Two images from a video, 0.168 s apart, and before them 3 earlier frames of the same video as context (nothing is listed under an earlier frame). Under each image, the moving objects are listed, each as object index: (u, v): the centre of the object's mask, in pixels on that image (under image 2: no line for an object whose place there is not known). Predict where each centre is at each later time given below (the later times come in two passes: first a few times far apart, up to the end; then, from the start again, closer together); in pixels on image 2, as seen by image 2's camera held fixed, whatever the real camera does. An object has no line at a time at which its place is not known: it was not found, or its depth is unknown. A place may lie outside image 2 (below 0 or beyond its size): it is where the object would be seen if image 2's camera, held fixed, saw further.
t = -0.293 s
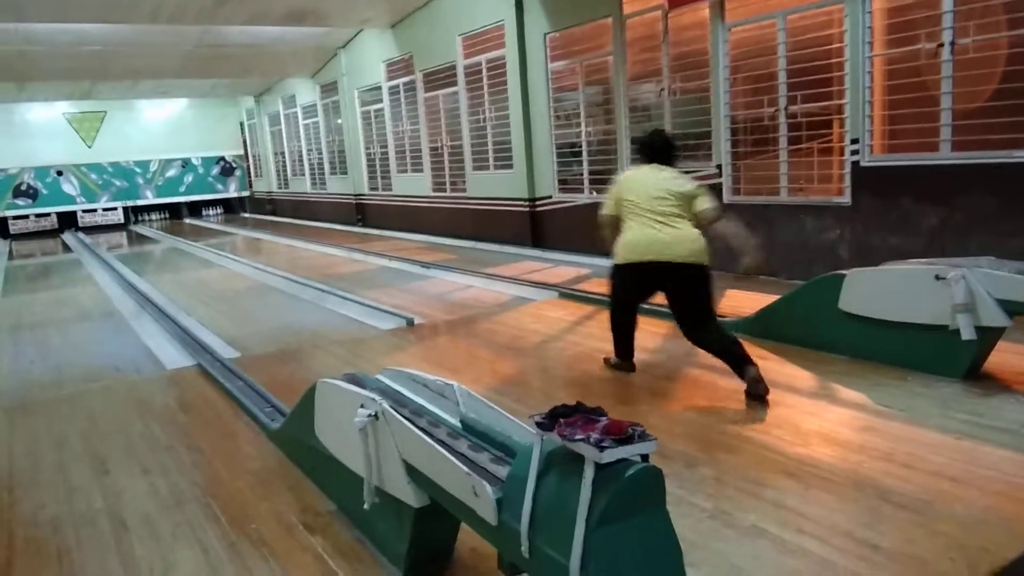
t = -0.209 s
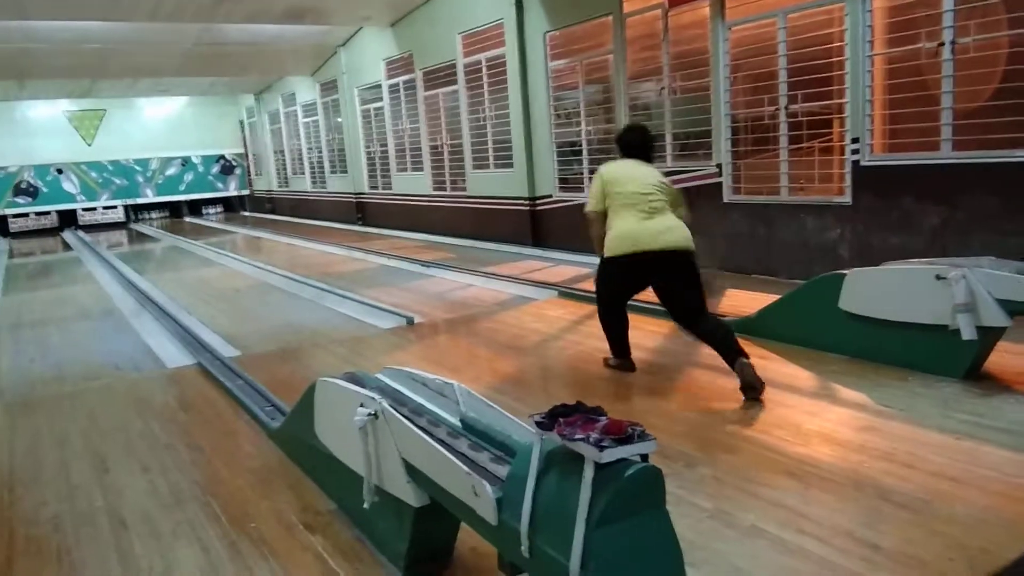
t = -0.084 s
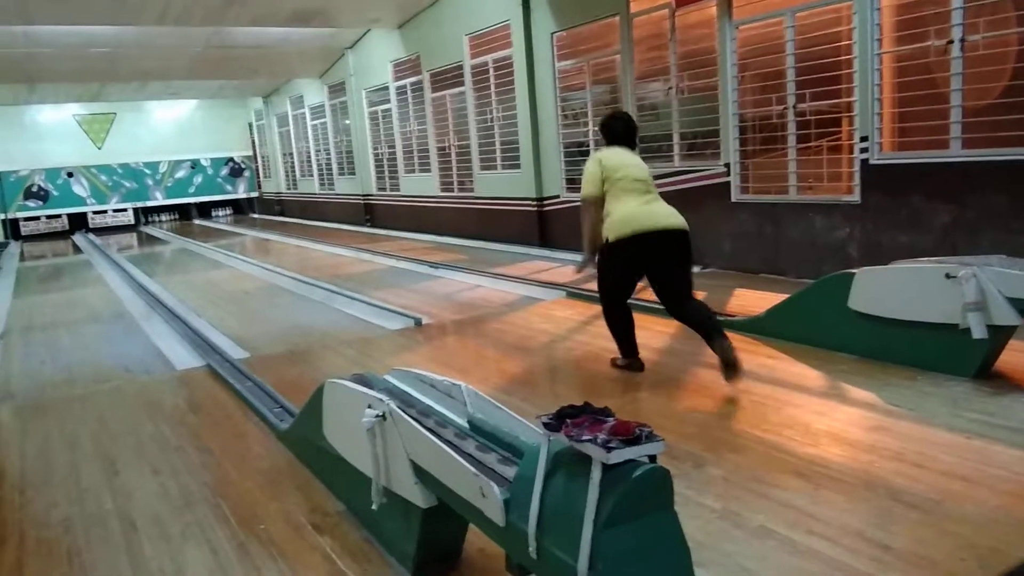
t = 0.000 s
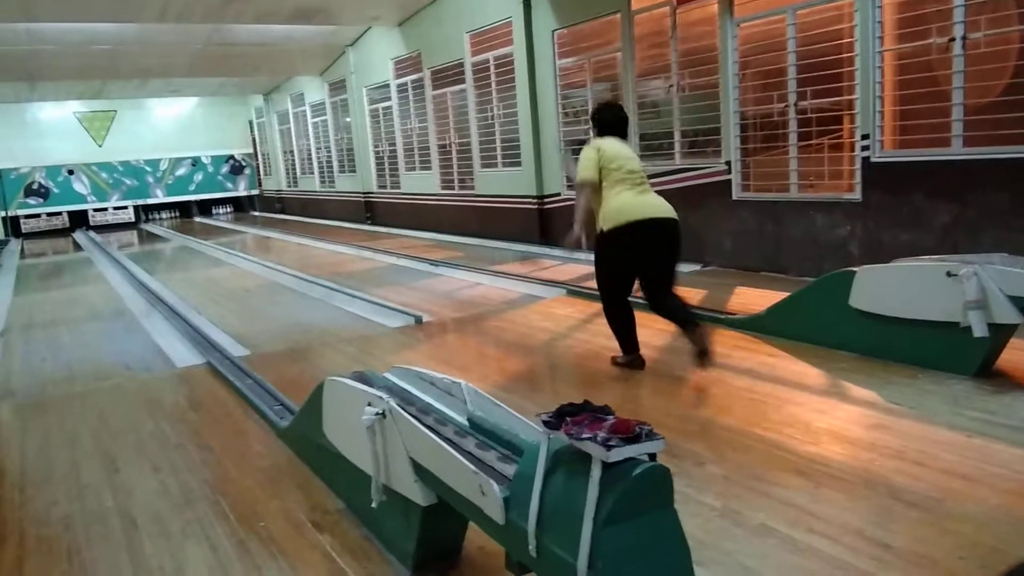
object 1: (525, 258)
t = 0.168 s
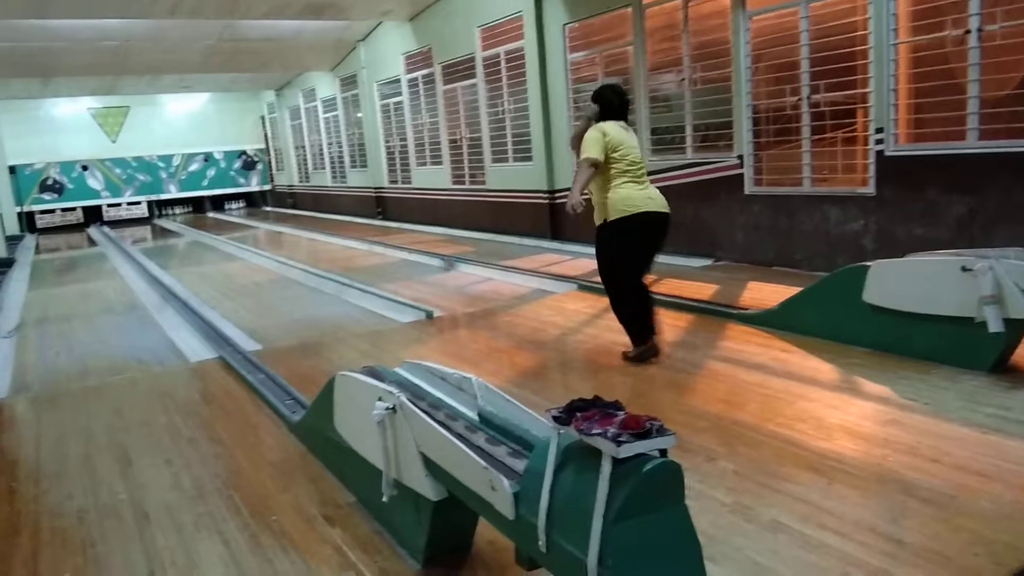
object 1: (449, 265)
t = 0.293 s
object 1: (404, 277)
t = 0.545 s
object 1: (335, 261)
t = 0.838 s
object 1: (287, 248)
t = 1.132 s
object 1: (254, 242)
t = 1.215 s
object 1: (246, 240)
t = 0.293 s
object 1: (404, 277)
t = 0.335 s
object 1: (391, 272)
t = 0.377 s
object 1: (377, 270)
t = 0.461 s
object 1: (355, 265)
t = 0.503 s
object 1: (345, 263)
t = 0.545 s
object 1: (335, 261)
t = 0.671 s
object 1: (312, 254)
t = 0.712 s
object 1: (305, 252)
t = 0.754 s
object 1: (298, 251)
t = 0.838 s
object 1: (287, 248)
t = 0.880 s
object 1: (282, 247)
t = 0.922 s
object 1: (276, 246)
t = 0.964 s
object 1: (272, 245)
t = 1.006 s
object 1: (267, 243)
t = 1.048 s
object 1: (262, 243)
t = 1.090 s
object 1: (258, 242)
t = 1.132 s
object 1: (254, 242)
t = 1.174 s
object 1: (251, 241)
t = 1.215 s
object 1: (246, 240)
